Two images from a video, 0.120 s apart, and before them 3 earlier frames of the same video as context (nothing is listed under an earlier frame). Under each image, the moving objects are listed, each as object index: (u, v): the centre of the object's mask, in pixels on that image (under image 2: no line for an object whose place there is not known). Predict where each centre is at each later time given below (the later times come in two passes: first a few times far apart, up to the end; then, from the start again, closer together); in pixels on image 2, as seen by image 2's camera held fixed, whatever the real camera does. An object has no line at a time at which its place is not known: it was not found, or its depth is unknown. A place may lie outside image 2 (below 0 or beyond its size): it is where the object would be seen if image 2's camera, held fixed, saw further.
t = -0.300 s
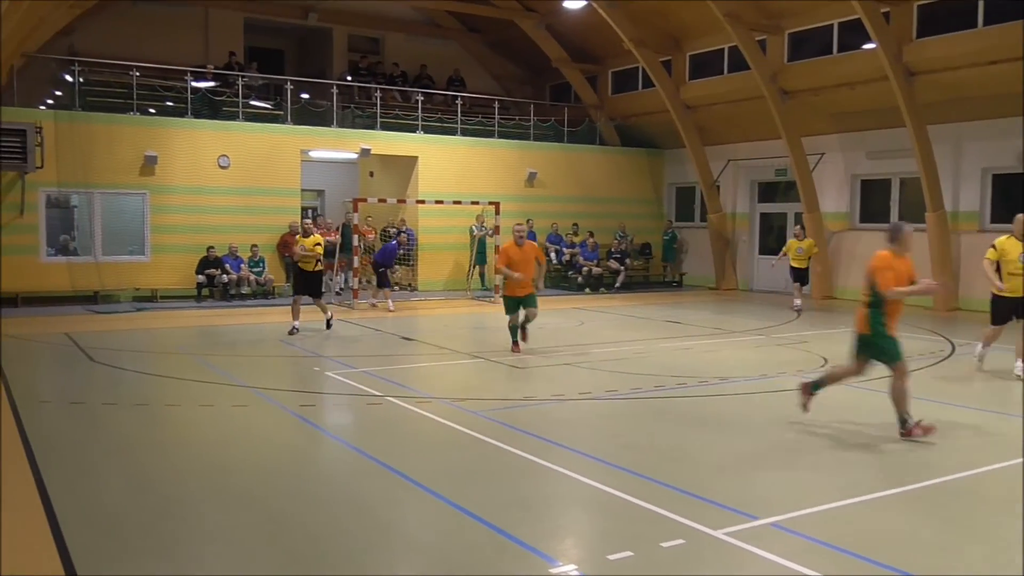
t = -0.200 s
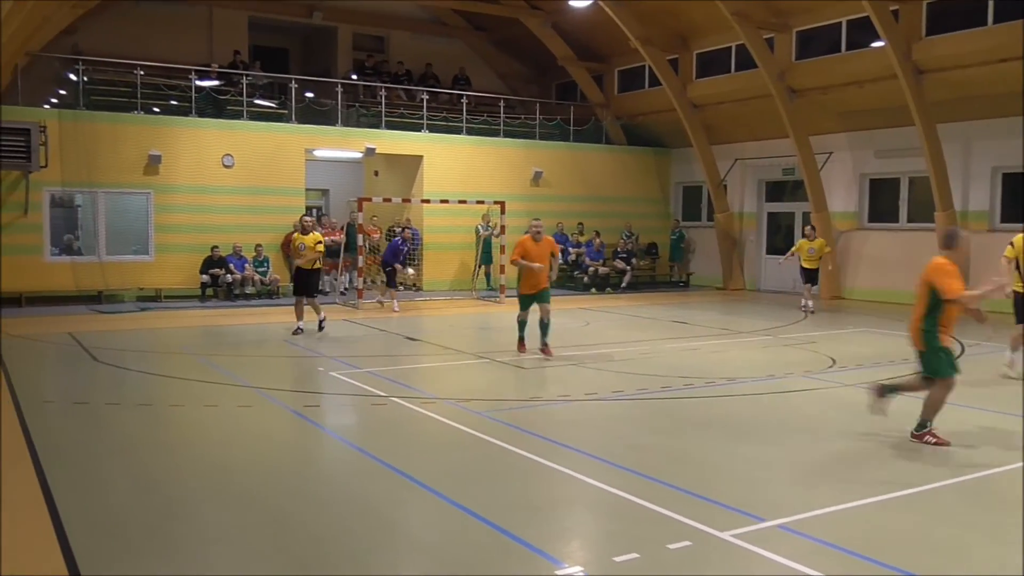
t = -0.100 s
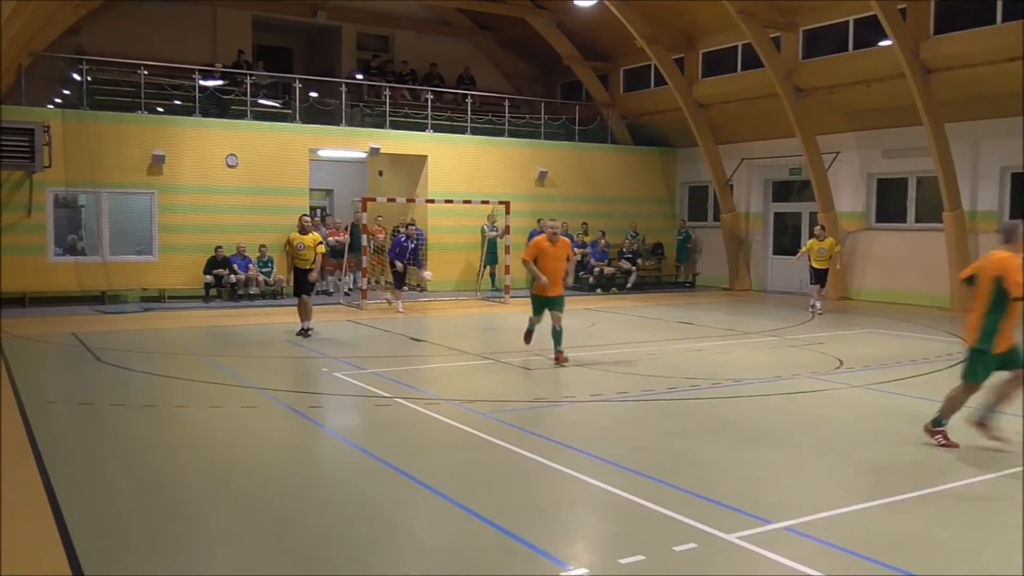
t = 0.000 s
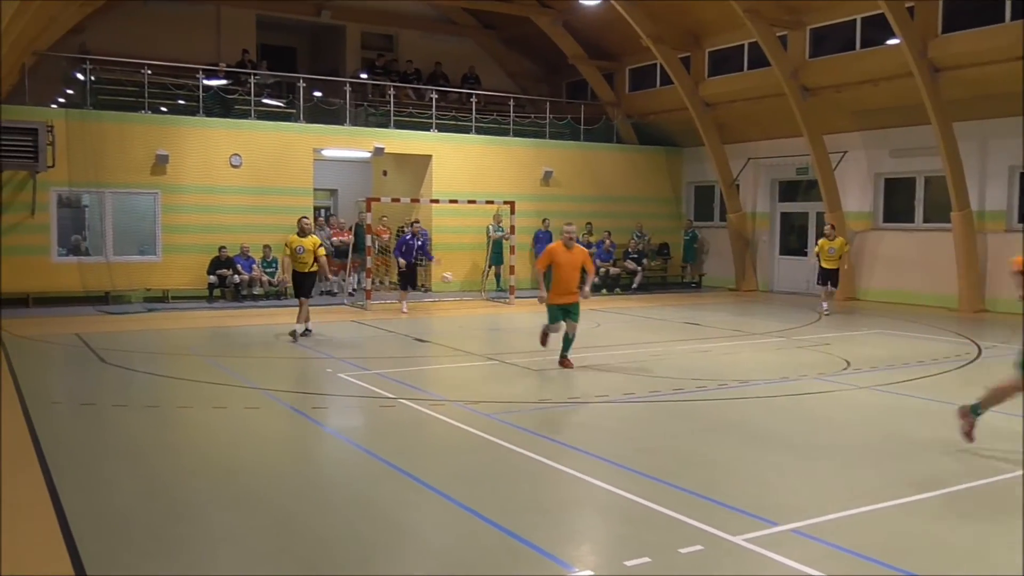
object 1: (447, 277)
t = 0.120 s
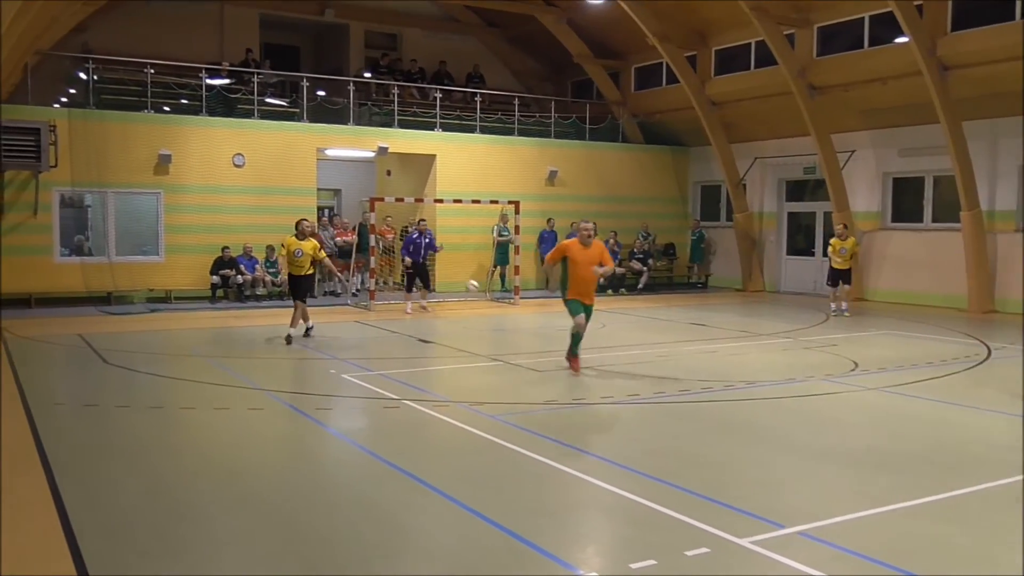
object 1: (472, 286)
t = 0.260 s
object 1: (498, 306)
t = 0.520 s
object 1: (542, 313)
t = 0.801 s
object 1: (590, 332)
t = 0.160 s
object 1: (481, 290)
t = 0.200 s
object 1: (487, 296)
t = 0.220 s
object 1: (491, 299)
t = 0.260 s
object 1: (498, 306)
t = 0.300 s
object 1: (506, 316)
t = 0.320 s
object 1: (510, 321)
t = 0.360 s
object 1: (516, 319)
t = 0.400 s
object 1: (522, 315)
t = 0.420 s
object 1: (526, 314)
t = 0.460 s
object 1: (532, 312)
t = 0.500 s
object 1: (538, 312)
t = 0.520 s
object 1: (542, 313)
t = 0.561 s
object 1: (548, 314)
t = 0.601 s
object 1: (554, 316)
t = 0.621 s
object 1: (558, 318)
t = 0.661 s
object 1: (564, 322)
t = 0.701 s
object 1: (571, 329)
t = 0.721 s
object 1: (575, 332)
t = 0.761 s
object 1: (582, 332)
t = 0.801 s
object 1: (590, 332)
